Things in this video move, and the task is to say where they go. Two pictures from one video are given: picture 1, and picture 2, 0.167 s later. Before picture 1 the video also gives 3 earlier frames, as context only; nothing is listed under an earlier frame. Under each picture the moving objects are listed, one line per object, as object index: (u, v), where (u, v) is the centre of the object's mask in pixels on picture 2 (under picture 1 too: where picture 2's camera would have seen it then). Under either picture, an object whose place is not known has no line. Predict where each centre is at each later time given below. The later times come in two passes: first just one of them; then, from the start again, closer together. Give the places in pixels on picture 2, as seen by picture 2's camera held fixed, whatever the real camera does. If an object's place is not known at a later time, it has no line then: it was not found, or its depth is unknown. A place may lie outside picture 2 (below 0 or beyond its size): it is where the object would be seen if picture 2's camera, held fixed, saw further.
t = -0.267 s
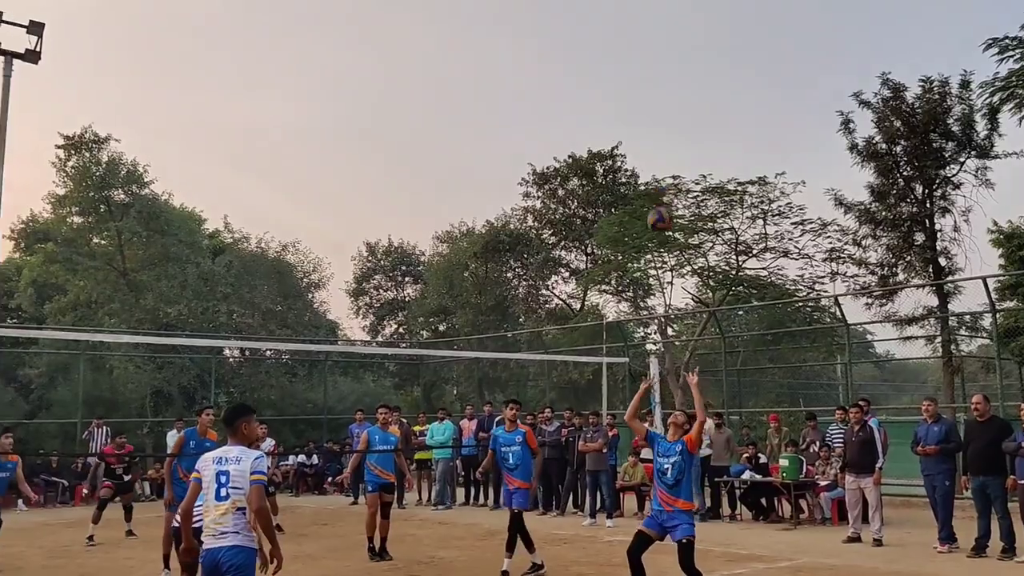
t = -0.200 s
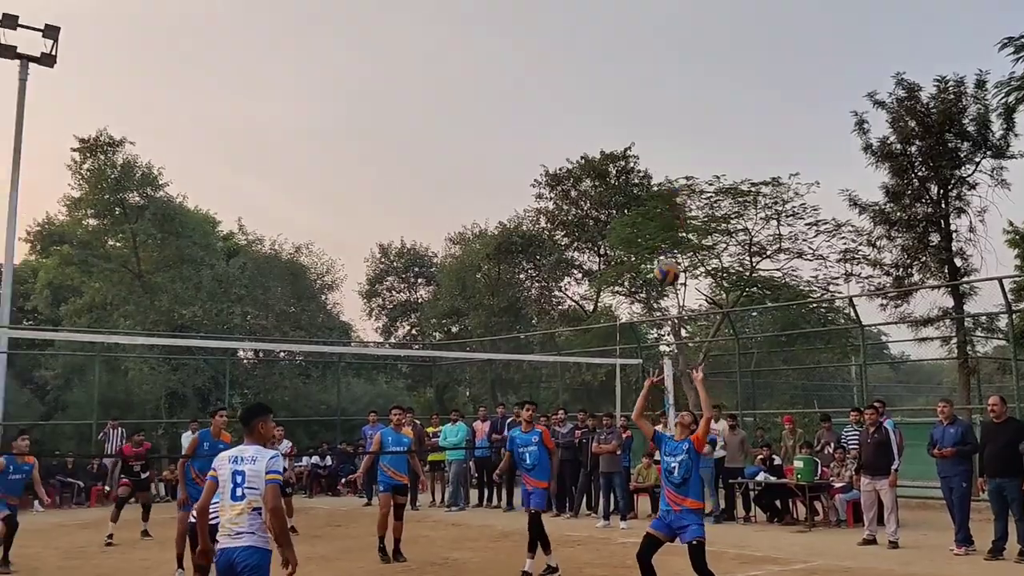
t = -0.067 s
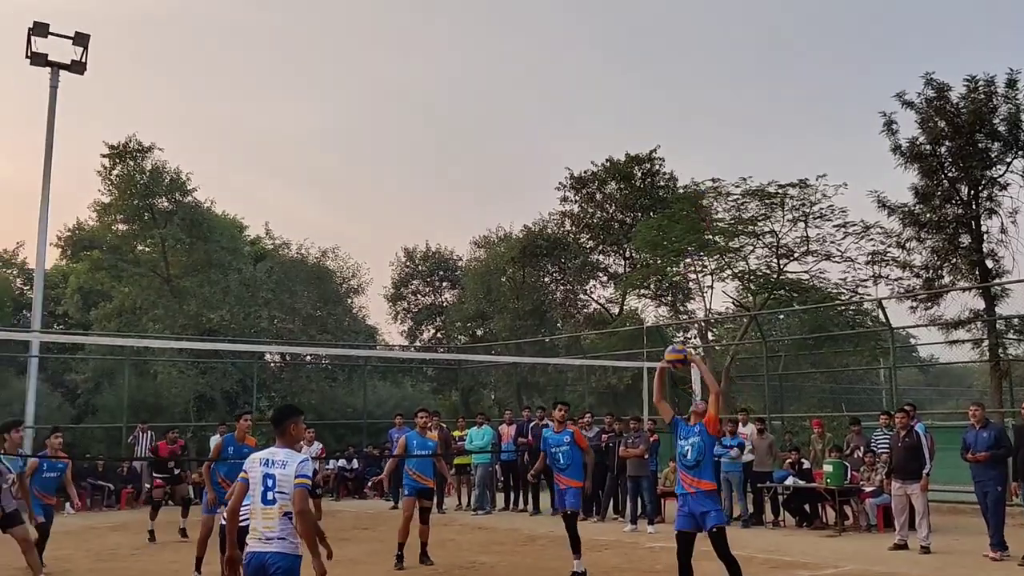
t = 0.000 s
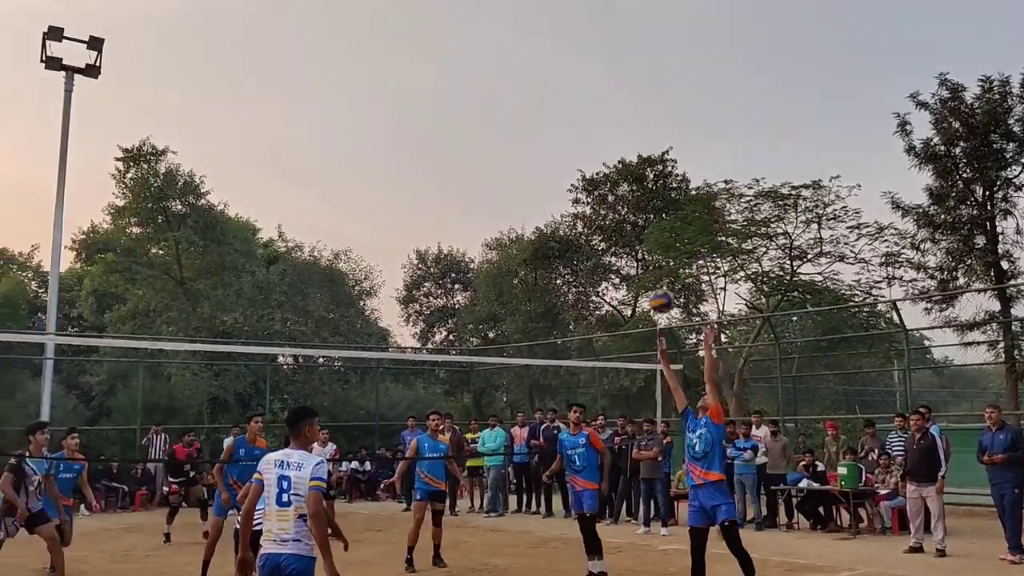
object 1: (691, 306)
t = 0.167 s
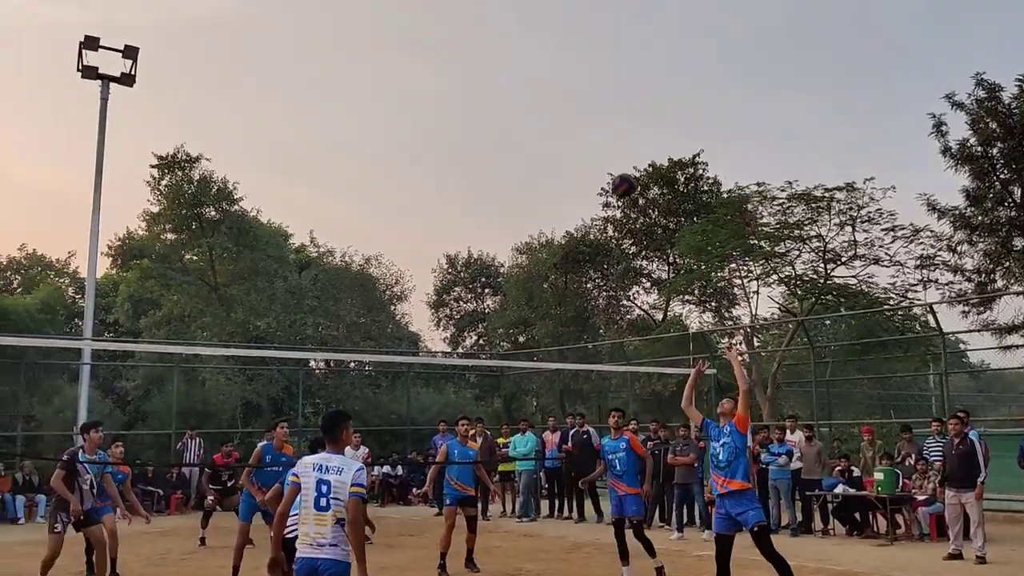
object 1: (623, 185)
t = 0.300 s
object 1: (571, 115)
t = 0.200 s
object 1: (610, 166)
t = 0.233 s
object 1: (597, 148)
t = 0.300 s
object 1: (571, 115)
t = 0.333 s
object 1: (558, 101)
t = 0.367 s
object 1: (546, 88)
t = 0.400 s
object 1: (533, 77)
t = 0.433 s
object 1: (521, 66)
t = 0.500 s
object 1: (496, 49)
